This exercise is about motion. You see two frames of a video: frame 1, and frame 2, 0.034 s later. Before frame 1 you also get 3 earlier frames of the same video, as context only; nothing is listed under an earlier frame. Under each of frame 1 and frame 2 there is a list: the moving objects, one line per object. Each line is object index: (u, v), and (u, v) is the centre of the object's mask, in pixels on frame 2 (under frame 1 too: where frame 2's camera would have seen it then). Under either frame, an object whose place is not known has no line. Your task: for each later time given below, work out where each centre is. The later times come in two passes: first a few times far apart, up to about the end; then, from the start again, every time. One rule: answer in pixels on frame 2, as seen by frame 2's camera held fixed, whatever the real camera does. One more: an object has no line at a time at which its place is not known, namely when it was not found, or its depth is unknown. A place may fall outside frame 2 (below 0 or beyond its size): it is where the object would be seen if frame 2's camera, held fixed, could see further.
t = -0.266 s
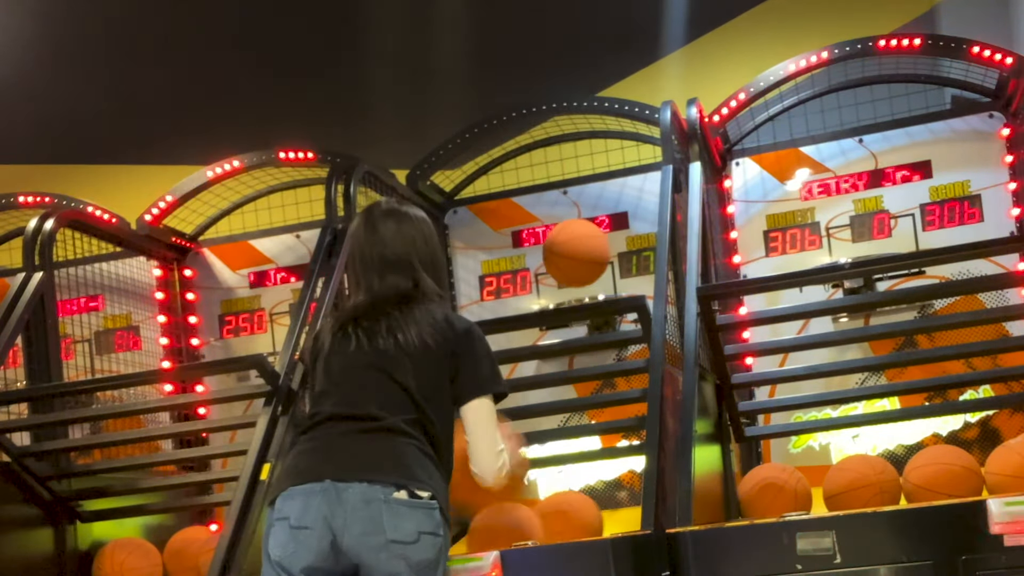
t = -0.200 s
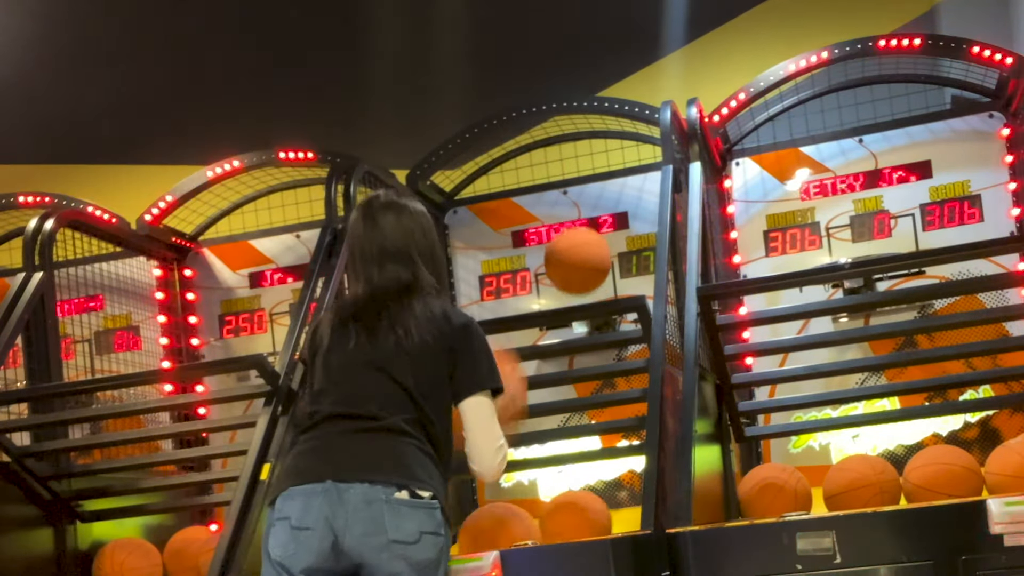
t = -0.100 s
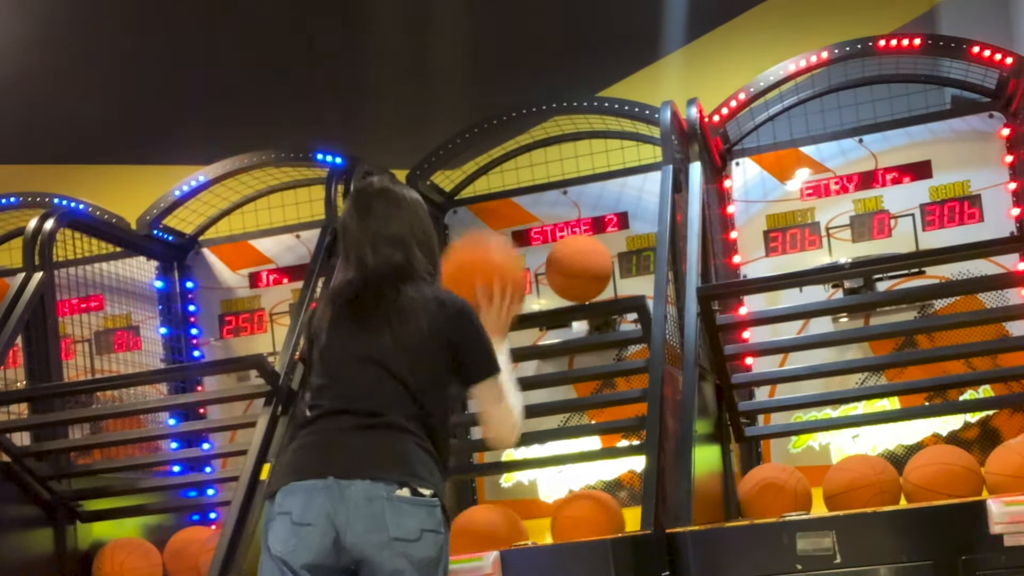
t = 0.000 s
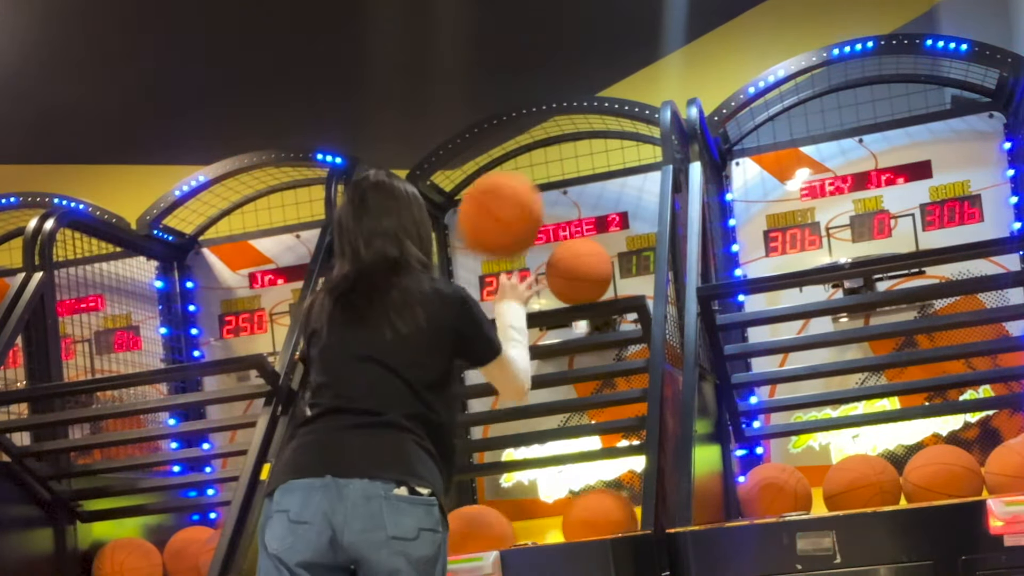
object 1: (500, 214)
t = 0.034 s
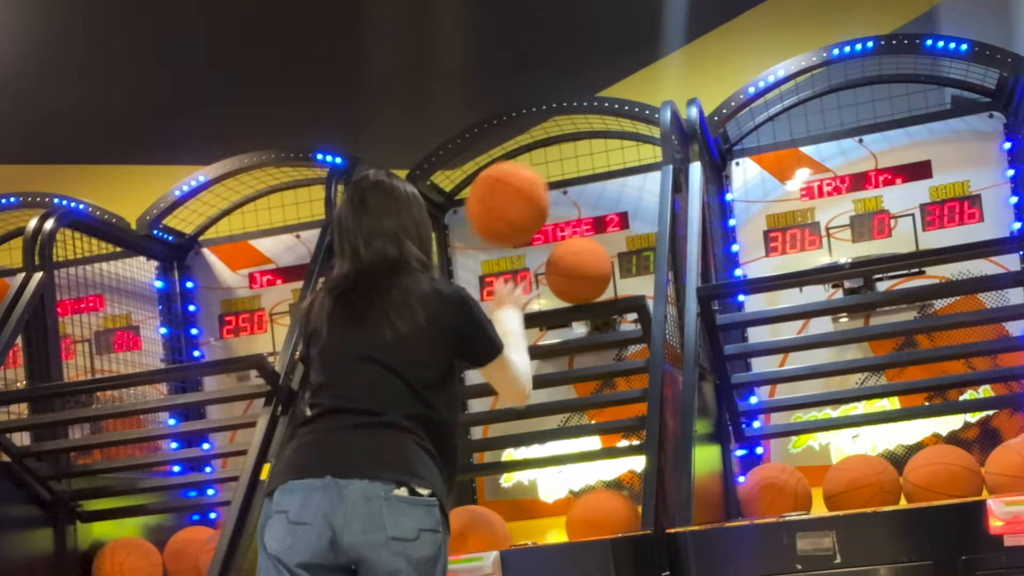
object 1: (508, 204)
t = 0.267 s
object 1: (560, 230)
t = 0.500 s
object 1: (569, 283)
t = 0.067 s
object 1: (515, 197)
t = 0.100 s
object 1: (522, 194)
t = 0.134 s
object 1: (530, 194)
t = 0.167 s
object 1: (537, 198)
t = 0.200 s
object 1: (544, 206)
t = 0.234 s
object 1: (552, 215)
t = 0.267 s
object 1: (560, 230)
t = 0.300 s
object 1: (562, 235)
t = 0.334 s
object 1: (562, 239)
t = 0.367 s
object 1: (563, 246)
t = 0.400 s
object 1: (565, 258)
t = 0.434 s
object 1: (567, 271)
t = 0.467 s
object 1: (567, 281)
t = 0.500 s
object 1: (569, 283)
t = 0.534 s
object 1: (572, 285)
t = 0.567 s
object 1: (575, 289)
